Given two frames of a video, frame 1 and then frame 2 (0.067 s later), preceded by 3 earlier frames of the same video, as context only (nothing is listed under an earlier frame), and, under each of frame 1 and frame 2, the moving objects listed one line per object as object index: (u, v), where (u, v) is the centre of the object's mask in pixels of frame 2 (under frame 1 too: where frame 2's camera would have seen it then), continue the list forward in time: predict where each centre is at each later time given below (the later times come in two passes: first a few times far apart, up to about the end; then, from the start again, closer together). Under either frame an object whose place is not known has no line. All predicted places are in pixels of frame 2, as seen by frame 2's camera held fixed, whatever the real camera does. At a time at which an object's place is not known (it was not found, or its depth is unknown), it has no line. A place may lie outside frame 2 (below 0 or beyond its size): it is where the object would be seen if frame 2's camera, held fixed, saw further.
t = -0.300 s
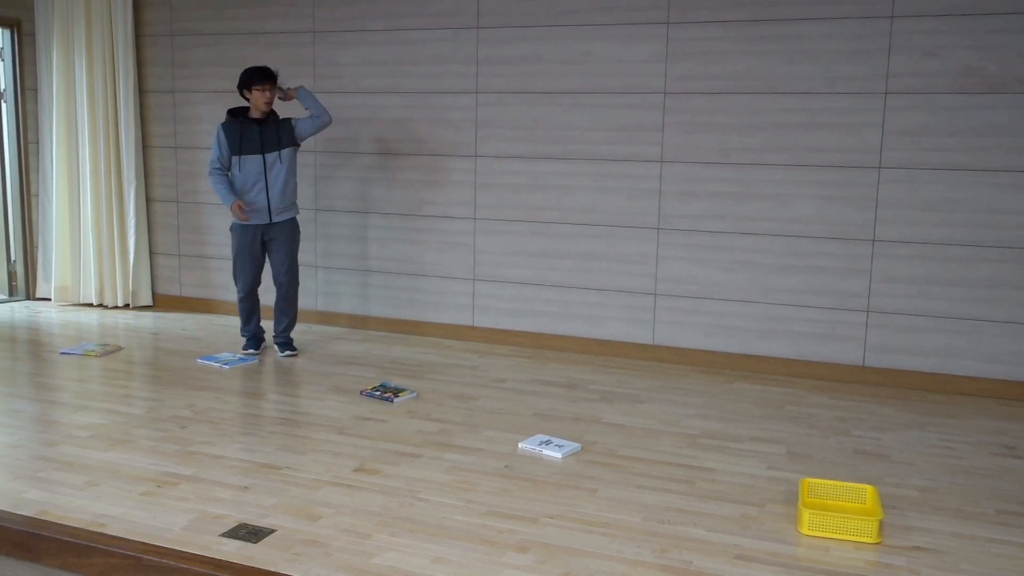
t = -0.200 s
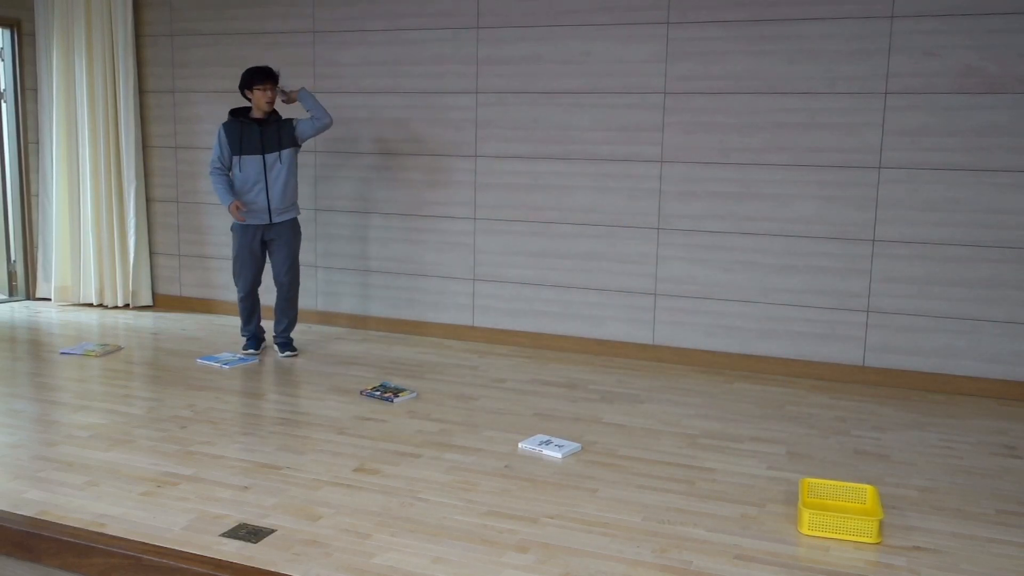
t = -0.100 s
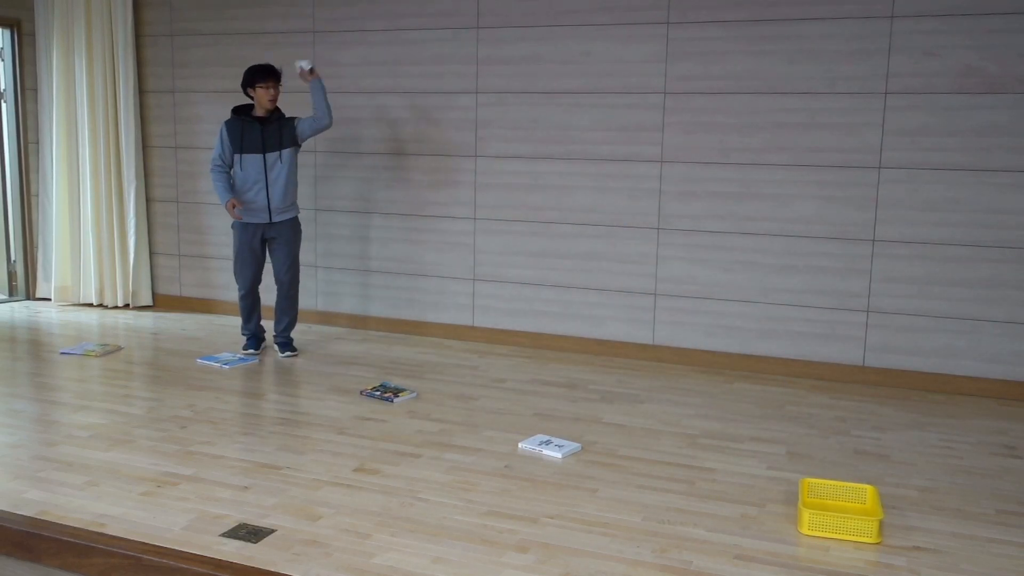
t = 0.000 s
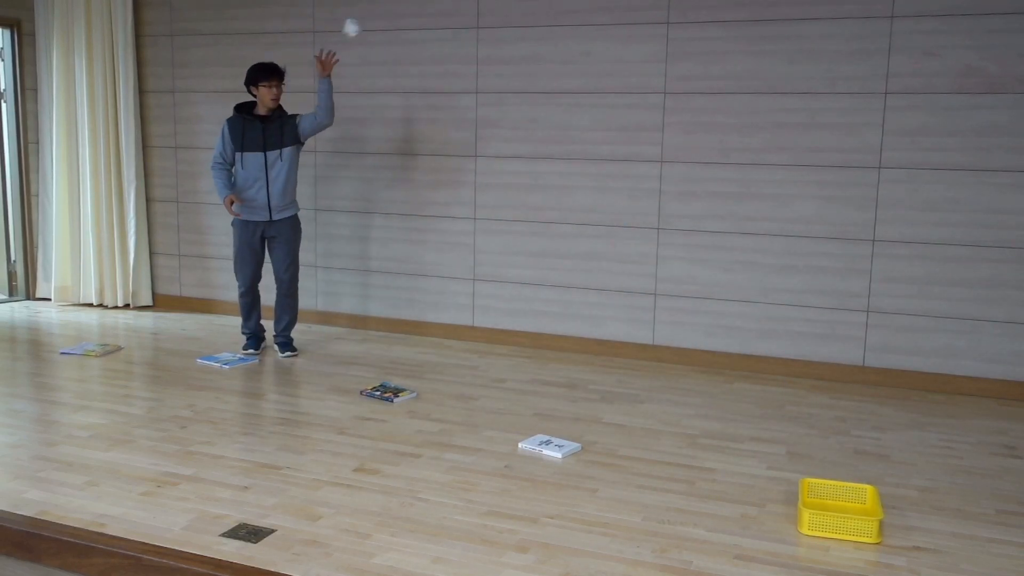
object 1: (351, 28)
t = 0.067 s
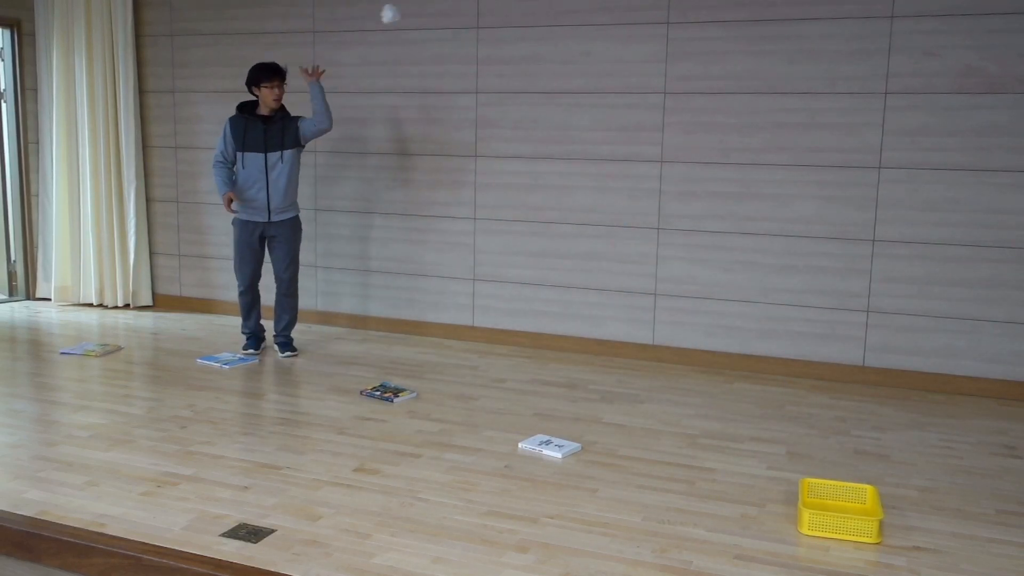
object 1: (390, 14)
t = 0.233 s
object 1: (486, 22)
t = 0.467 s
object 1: (613, 139)
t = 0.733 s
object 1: (741, 429)
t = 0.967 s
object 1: (794, 492)
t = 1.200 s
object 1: (826, 543)
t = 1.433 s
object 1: (844, 567)
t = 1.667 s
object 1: (852, 571)
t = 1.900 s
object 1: (850, 570)
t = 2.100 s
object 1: (837, 567)
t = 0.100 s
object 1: (409, 11)
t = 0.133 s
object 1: (428, 10)
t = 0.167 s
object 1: (448, 12)
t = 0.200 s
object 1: (467, 16)
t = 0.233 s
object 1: (486, 22)
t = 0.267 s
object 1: (505, 31)
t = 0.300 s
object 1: (524, 43)
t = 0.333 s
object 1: (542, 57)
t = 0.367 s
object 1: (560, 73)
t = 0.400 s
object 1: (578, 92)
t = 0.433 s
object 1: (595, 115)
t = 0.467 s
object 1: (613, 139)
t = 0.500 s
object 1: (631, 166)
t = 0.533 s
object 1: (648, 197)
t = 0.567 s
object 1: (666, 230)
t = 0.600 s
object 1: (682, 265)
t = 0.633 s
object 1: (698, 303)
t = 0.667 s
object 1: (713, 343)
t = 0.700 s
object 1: (727, 385)
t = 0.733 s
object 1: (741, 429)
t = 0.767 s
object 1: (755, 476)
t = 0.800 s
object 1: (766, 502)
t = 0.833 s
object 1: (773, 497)
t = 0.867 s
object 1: (780, 493)
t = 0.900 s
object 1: (784, 490)
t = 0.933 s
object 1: (789, 490)
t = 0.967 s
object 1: (794, 492)
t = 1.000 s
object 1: (799, 500)
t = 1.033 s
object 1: (805, 513)
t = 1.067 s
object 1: (811, 528)
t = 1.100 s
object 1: (815, 542)
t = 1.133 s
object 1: (819, 541)
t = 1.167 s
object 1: (822, 541)
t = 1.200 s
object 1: (826, 543)
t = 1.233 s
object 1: (830, 547)
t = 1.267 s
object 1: (835, 555)
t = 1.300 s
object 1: (838, 554)
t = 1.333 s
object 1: (841, 557)
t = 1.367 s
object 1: (844, 562)
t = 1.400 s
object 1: (844, 564)
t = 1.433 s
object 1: (844, 567)
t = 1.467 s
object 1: (846, 567)
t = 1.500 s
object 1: (847, 568)
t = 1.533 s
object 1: (849, 569)
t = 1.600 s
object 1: (852, 570)
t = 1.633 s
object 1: (853, 571)
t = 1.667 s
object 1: (852, 571)
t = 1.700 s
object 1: (852, 571)
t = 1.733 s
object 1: (851, 571)
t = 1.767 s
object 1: (851, 571)
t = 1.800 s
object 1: (852, 571)
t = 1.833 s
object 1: (852, 571)
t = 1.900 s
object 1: (850, 570)
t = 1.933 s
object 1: (844, 569)
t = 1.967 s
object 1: (840, 568)
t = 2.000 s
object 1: (834, 567)
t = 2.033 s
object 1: (835, 565)
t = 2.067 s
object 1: (833, 566)
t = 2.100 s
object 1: (837, 567)
